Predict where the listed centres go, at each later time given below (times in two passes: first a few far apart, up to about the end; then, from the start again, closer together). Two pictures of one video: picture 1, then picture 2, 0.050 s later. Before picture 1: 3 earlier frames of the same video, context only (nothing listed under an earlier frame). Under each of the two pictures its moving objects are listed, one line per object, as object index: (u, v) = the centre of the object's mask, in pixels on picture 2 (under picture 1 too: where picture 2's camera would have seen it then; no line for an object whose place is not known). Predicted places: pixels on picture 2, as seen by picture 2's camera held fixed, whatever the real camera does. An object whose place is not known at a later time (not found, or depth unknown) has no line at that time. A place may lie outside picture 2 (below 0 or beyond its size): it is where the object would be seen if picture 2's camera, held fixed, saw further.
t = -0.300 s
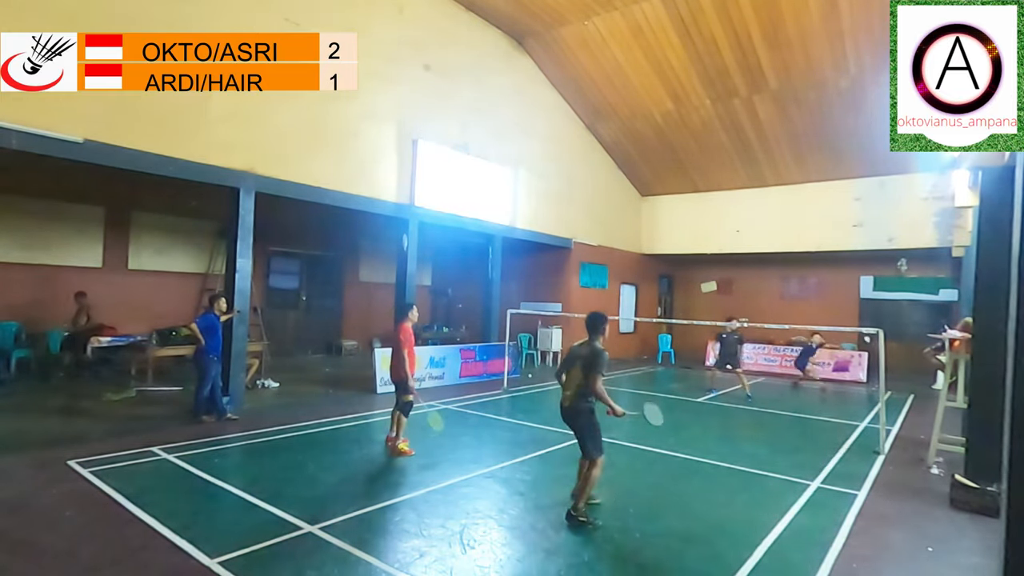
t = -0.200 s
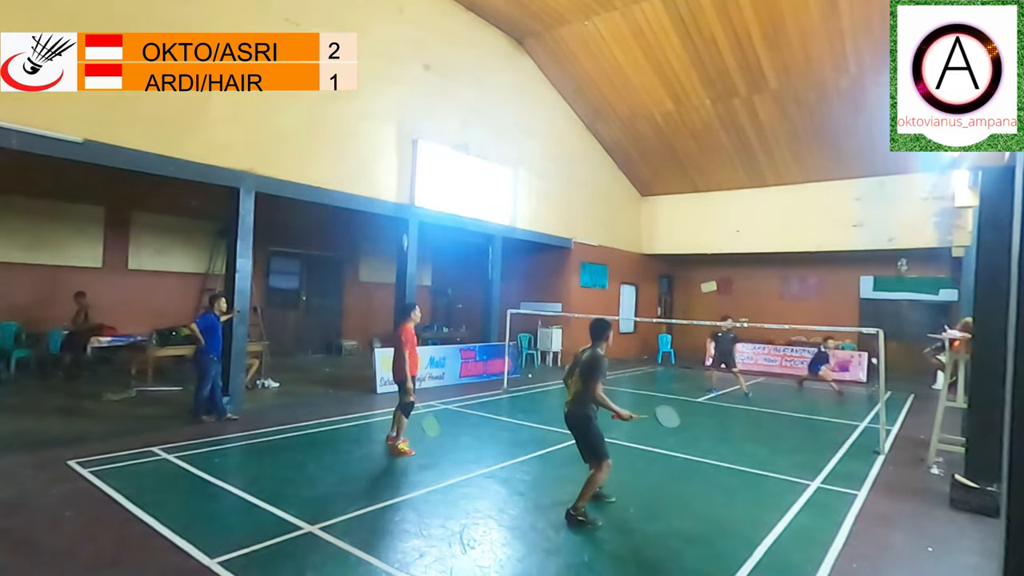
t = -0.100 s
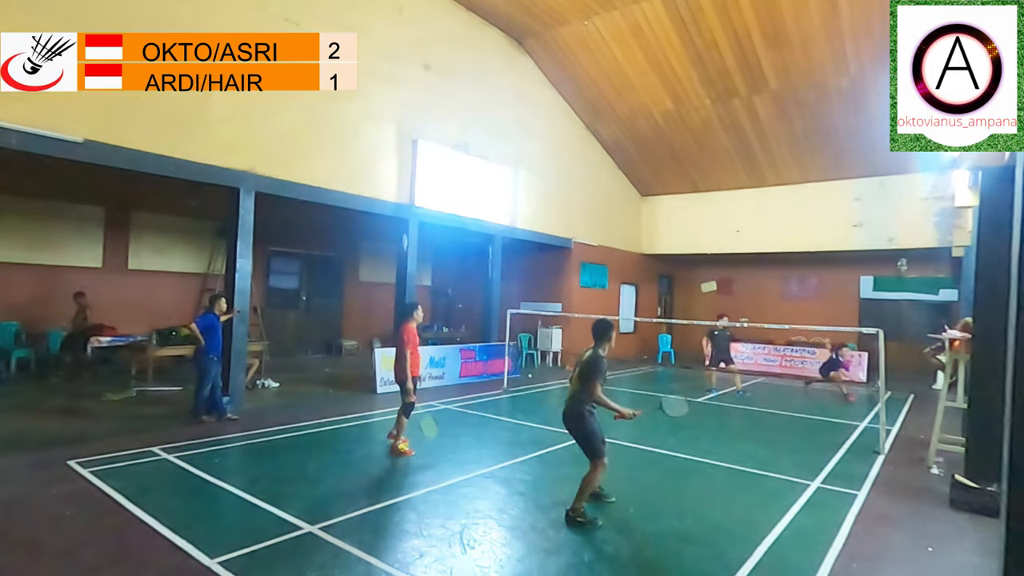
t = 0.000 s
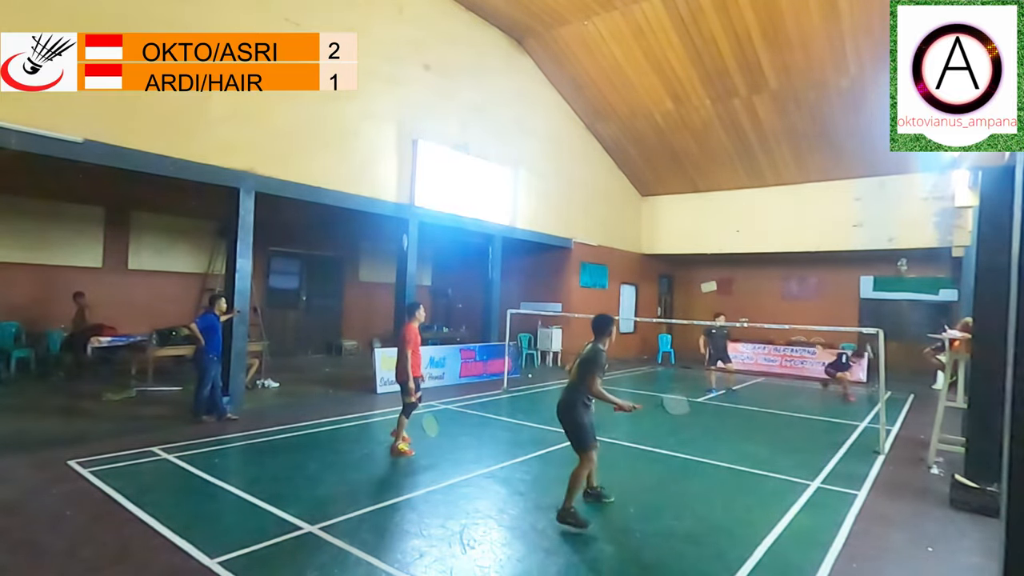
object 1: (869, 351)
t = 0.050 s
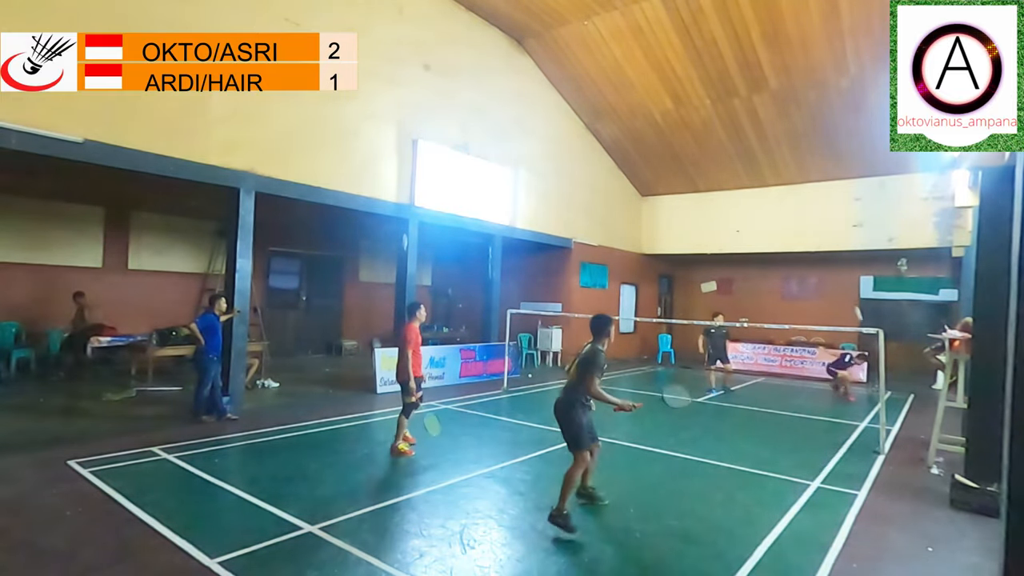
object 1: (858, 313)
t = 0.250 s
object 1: (823, 208)
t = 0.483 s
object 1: (779, 138)
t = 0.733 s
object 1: (730, 120)
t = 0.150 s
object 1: (839, 255)
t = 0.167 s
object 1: (836, 246)
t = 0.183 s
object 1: (834, 237)
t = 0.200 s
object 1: (828, 228)
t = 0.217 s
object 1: (828, 222)
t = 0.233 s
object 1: (824, 214)
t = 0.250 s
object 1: (823, 208)
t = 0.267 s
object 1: (817, 200)
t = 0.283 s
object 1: (815, 196)
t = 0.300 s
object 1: (812, 187)
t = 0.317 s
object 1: (808, 182)
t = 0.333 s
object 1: (805, 177)
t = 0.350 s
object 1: (802, 172)
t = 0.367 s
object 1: (799, 167)
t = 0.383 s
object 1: (796, 162)
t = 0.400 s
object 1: (794, 157)
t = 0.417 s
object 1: (790, 153)
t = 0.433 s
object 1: (787, 149)
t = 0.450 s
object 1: (785, 145)
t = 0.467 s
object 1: (781, 141)
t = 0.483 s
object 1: (779, 138)
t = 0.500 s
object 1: (775, 134)
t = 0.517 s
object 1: (772, 132)
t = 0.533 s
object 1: (769, 130)
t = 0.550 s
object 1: (766, 127)
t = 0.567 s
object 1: (763, 125)
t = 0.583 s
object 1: (760, 123)
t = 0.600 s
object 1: (757, 122)
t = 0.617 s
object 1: (754, 121)
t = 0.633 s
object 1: (750, 120)
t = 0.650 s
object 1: (747, 119)
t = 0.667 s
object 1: (743, 119)
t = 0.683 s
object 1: (740, 118)
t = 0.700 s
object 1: (737, 118)
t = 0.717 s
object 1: (733, 119)
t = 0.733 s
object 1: (730, 120)
